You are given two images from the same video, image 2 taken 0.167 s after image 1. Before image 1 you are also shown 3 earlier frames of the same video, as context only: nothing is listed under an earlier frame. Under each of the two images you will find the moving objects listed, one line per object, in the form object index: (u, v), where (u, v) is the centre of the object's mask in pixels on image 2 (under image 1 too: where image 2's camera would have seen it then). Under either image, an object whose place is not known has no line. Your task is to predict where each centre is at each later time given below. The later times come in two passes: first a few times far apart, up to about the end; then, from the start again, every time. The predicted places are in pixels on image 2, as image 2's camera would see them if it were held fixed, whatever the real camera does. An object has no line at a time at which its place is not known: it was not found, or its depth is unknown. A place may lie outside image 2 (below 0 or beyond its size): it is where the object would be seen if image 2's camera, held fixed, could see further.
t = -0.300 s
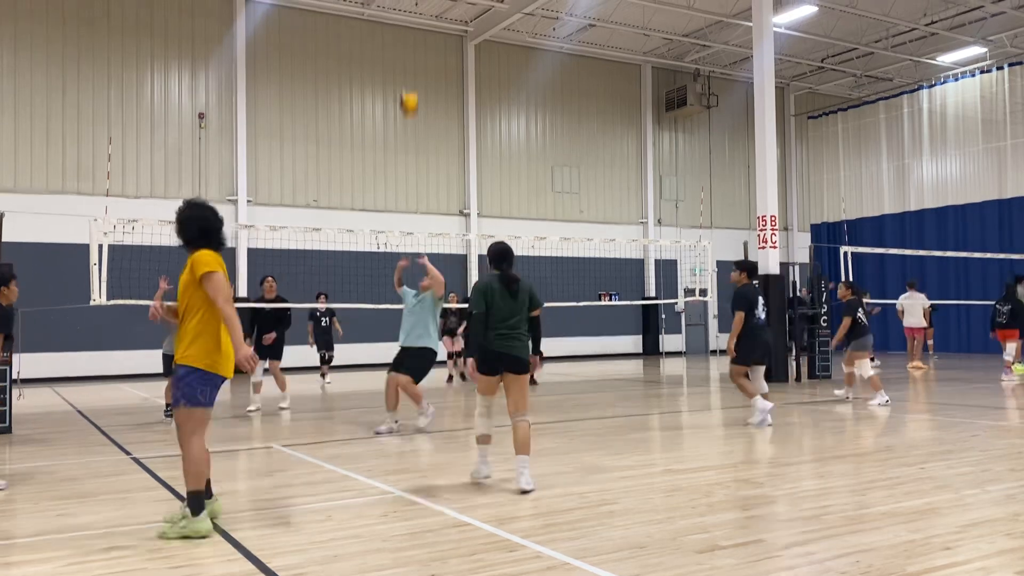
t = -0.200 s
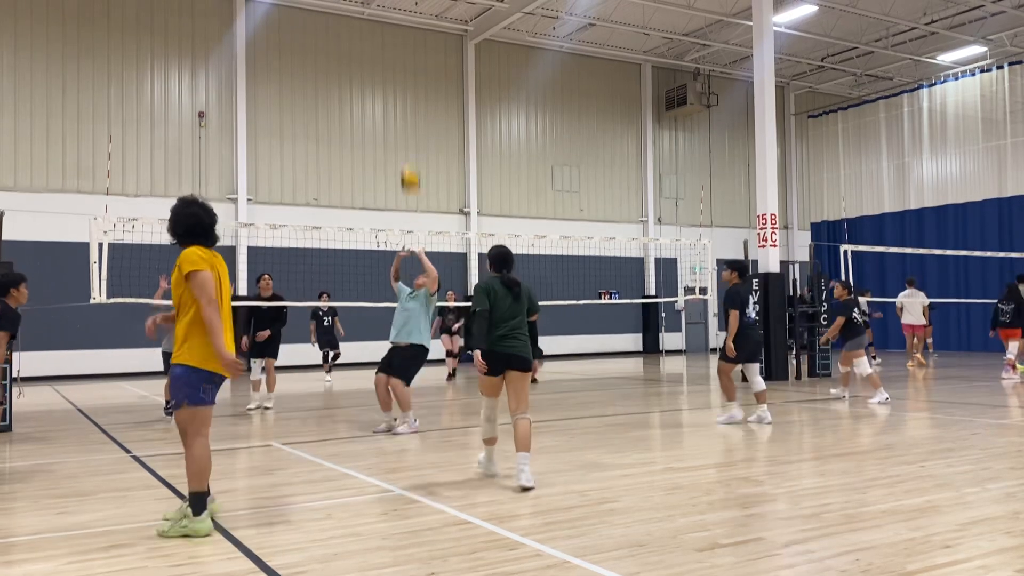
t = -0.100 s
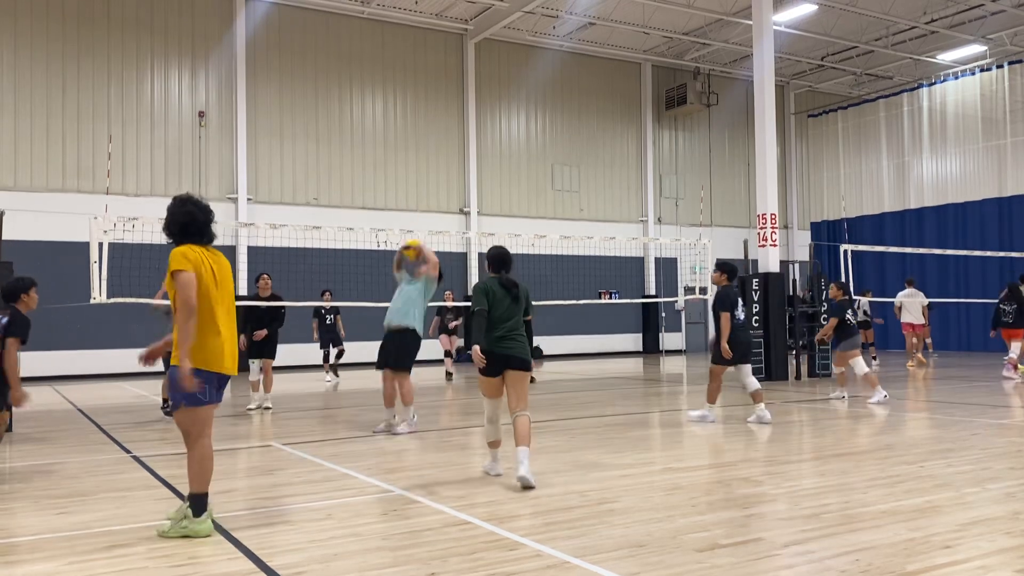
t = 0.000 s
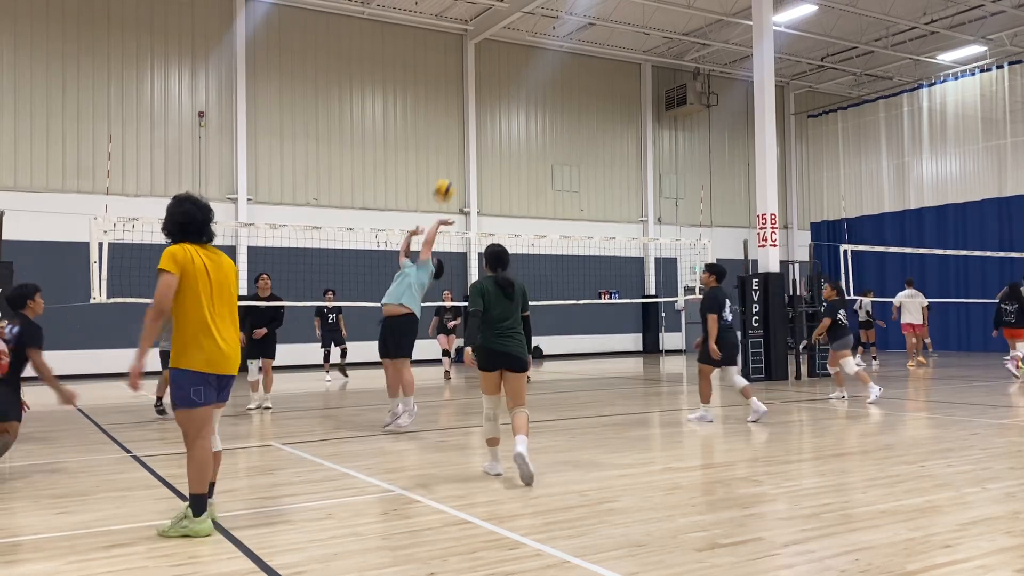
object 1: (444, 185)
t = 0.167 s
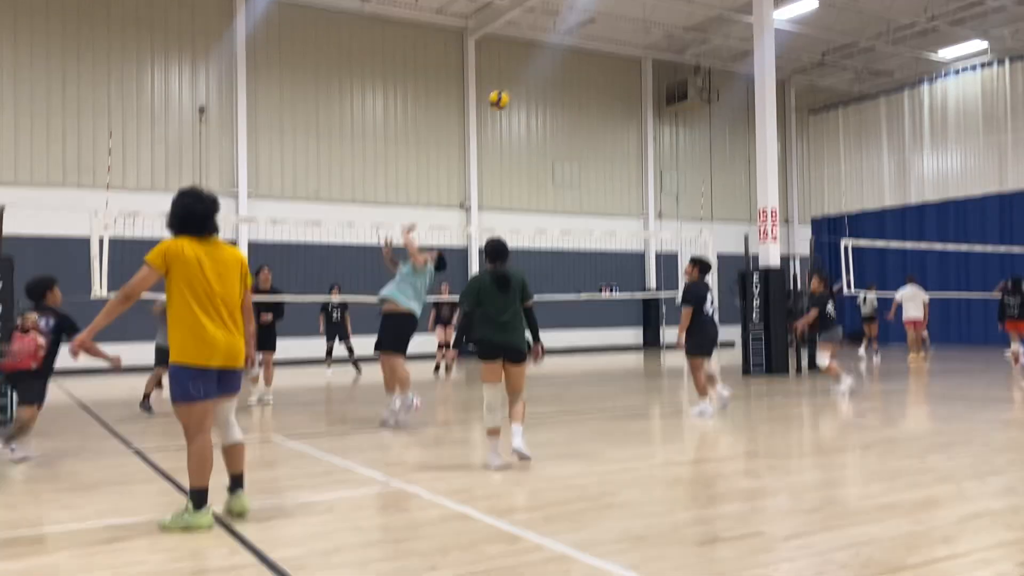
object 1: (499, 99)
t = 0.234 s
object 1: (518, 74)
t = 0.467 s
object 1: (579, 26)
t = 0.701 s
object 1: (628, 26)
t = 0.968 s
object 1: (679, 70)
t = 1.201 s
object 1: (717, 139)
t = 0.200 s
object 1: (509, 86)
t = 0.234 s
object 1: (518, 74)
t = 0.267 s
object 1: (528, 63)
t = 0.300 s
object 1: (537, 54)
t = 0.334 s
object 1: (545, 47)
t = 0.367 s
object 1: (553, 40)
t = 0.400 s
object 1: (563, 34)
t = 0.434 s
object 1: (570, 30)
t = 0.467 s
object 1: (579, 26)
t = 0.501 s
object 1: (586, 24)
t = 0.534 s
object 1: (594, 22)
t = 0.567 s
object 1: (600, 21)
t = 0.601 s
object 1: (607, 21)
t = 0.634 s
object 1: (615, 23)
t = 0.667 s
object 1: (621, 22)
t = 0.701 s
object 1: (628, 26)
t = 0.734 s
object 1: (635, 28)
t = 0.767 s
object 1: (641, 33)
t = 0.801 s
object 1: (648, 37)
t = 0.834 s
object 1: (654, 42)
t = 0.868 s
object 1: (661, 48)
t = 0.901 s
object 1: (667, 54)
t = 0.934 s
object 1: (673, 62)
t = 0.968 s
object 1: (679, 70)
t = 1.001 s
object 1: (684, 78)
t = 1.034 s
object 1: (691, 86)
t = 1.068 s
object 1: (695, 95)
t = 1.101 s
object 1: (701, 105)
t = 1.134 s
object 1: (707, 117)
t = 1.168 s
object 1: (713, 128)
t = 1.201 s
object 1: (717, 139)
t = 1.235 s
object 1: (722, 153)
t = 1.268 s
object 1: (727, 165)
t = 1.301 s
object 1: (732, 178)
